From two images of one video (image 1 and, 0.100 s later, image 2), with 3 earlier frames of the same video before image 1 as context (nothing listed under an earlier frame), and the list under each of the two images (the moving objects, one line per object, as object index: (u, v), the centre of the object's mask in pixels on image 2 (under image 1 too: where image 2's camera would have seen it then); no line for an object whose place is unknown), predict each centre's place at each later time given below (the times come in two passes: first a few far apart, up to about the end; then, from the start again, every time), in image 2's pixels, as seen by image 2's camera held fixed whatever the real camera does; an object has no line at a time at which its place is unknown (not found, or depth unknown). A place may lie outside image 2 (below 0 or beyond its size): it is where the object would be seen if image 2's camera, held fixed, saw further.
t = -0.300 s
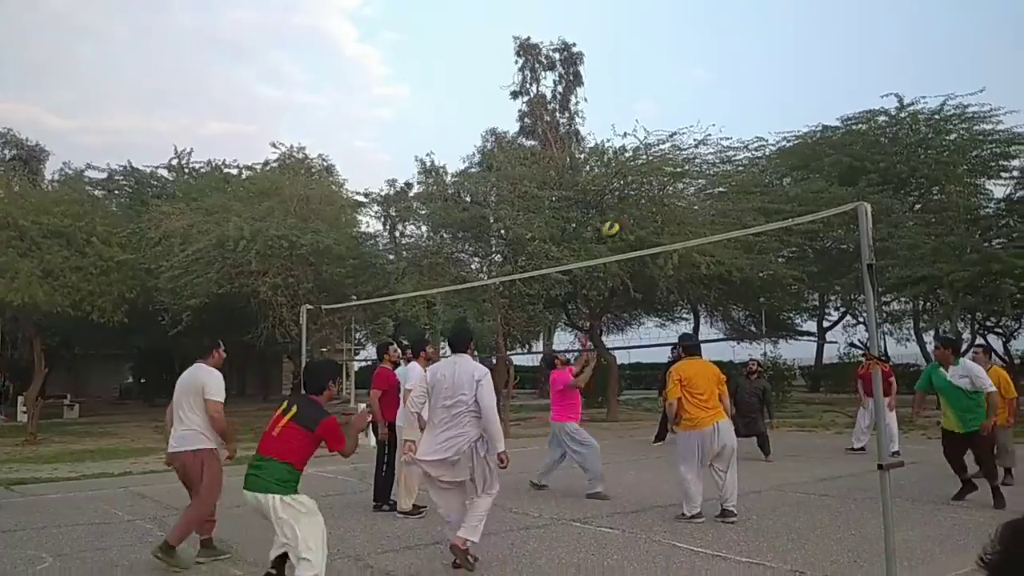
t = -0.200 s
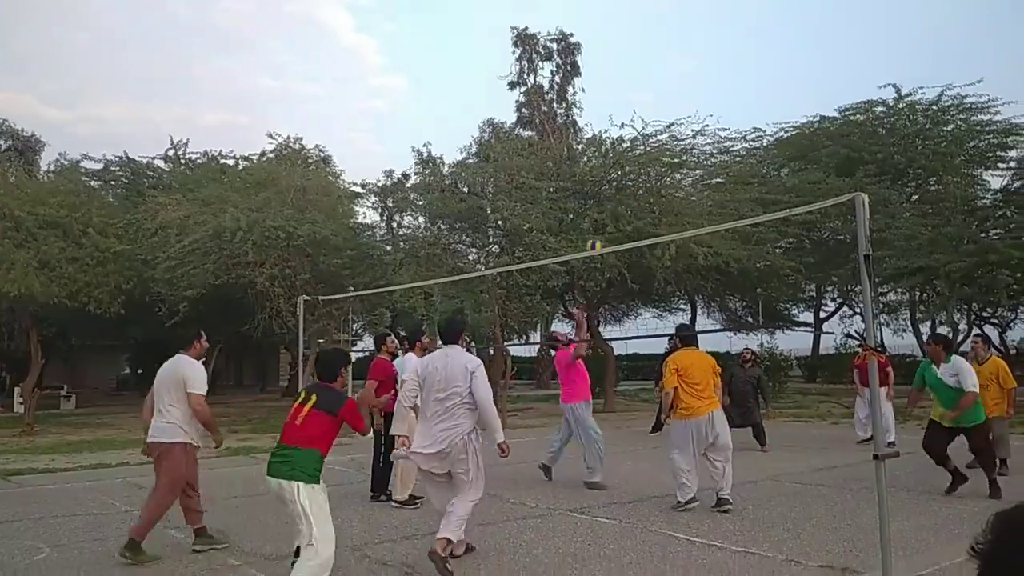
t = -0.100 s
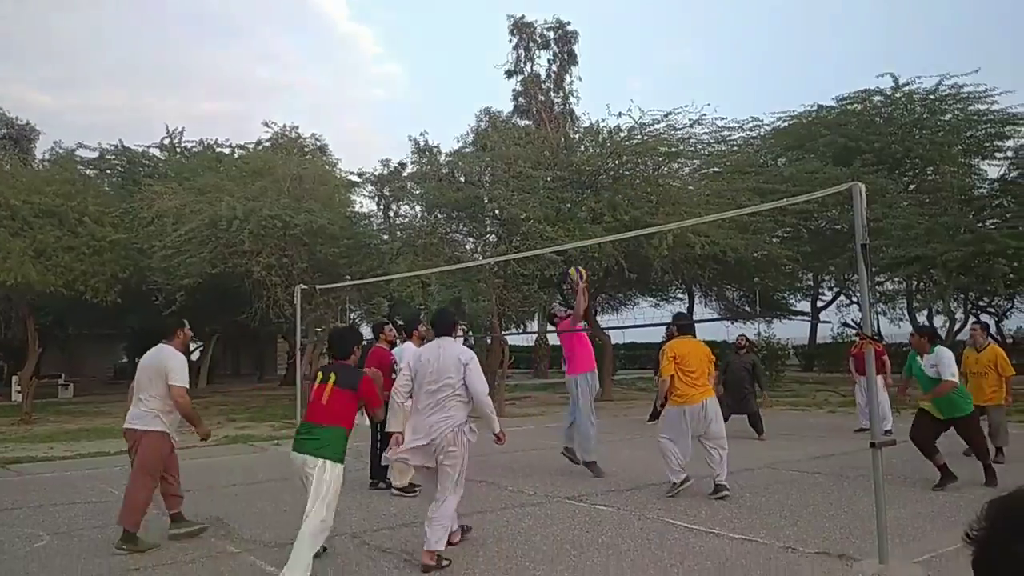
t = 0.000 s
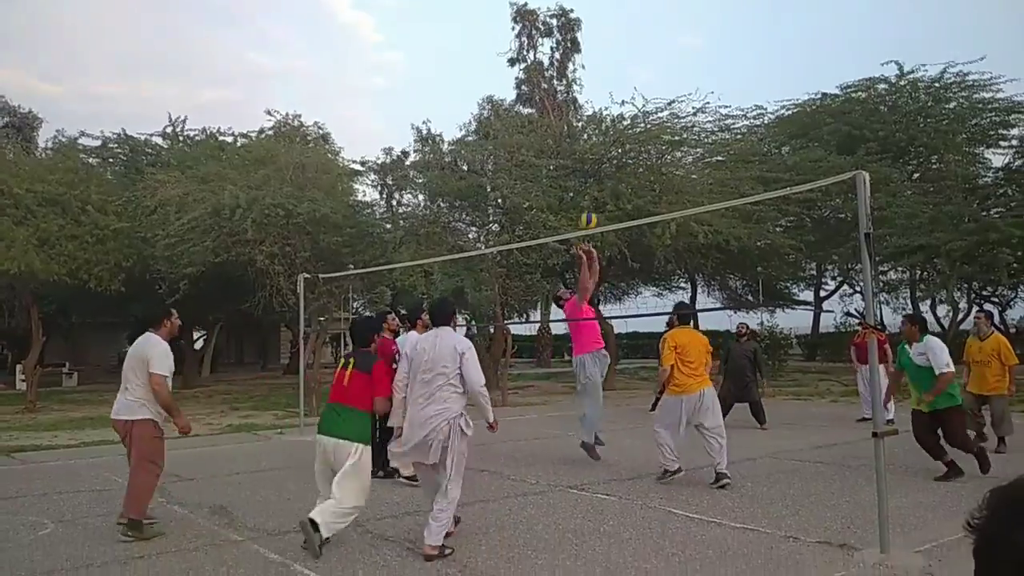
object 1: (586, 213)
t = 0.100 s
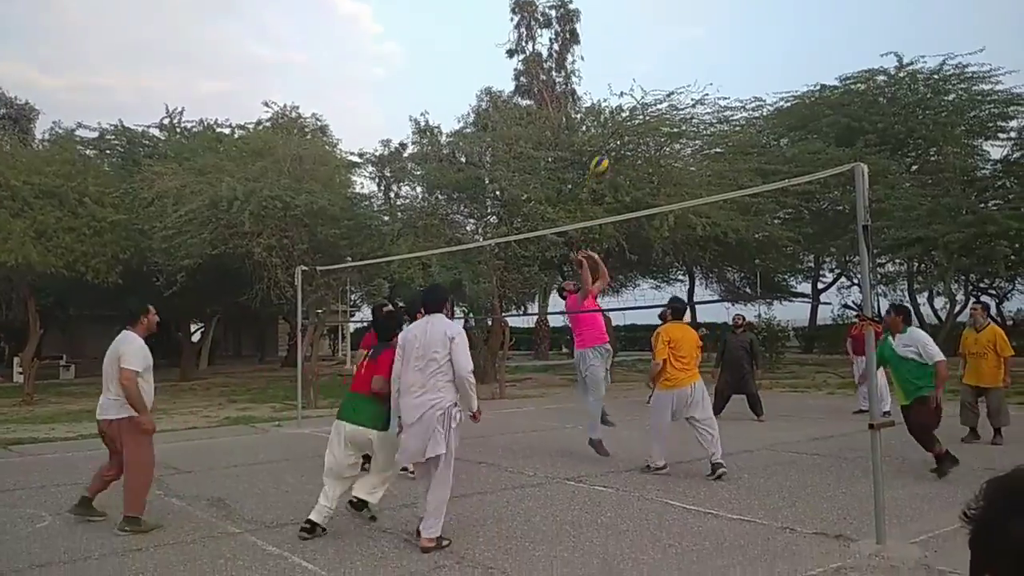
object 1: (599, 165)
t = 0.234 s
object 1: (620, 112)
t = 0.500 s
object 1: (665, 49)
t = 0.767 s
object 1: (718, 51)
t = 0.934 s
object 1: (755, 93)
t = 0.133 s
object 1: (605, 151)
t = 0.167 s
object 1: (610, 138)
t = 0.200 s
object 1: (615, 124)
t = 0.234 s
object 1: (620, 112)
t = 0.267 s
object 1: (624, 101)
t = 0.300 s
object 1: (630, 91)
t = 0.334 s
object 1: (635, 82)
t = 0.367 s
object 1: (640, 73)
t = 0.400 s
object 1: (646, 66)
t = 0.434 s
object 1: (652, 59)
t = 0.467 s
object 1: (658, 53)
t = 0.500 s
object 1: (665, 49)
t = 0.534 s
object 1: (671, 45)
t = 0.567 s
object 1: (677, 43)
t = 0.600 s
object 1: (683, 41)
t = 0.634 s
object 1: (689, 41)
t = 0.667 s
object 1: (696, 42)
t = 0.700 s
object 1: (703, 44)
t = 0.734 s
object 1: (710, 47)
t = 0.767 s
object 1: (718, 51)
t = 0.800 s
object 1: (725, 57)
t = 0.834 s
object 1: (732, 64)
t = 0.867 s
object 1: (739, 72)
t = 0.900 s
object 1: (747, 82)
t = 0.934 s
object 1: (755, 93)
